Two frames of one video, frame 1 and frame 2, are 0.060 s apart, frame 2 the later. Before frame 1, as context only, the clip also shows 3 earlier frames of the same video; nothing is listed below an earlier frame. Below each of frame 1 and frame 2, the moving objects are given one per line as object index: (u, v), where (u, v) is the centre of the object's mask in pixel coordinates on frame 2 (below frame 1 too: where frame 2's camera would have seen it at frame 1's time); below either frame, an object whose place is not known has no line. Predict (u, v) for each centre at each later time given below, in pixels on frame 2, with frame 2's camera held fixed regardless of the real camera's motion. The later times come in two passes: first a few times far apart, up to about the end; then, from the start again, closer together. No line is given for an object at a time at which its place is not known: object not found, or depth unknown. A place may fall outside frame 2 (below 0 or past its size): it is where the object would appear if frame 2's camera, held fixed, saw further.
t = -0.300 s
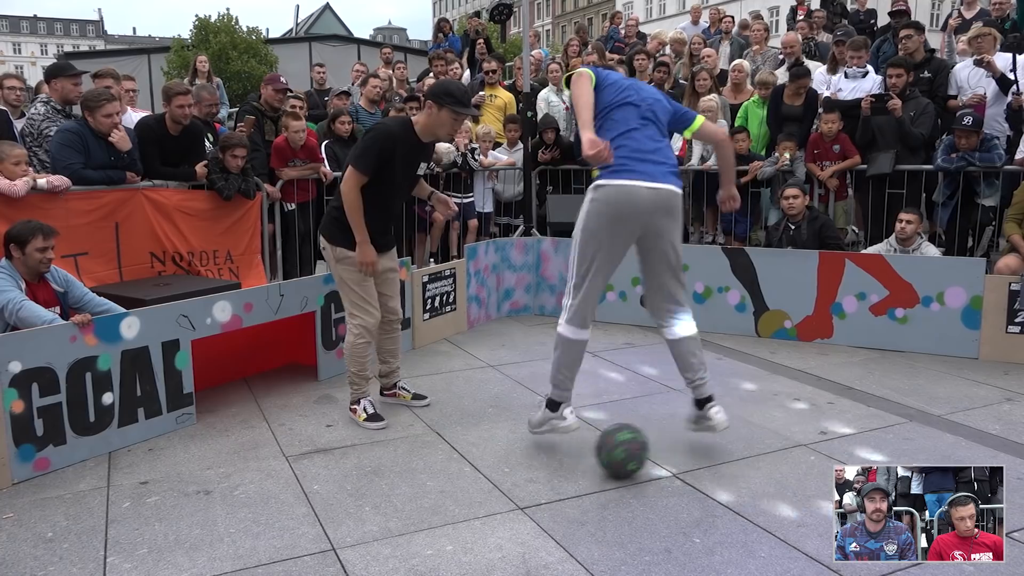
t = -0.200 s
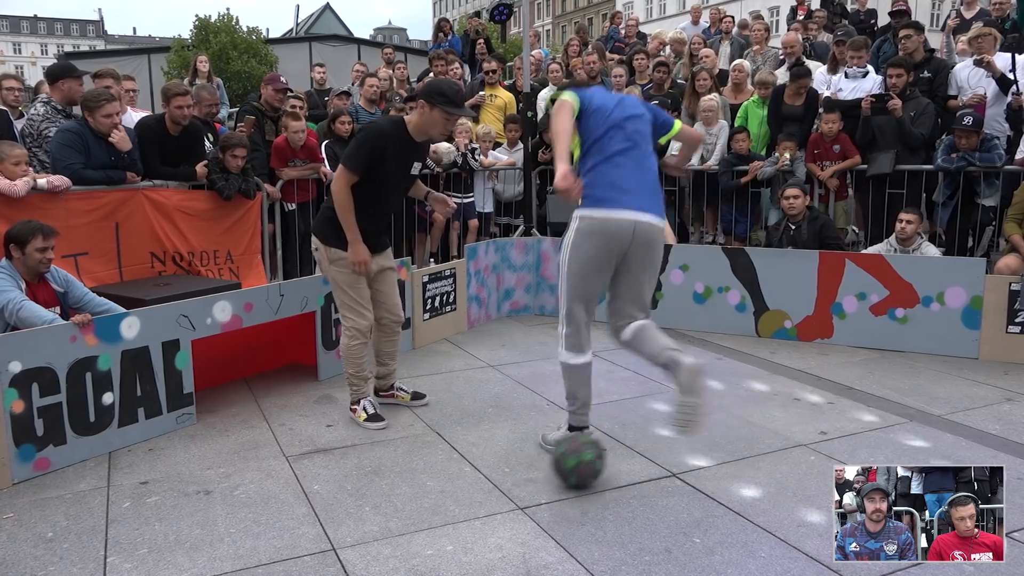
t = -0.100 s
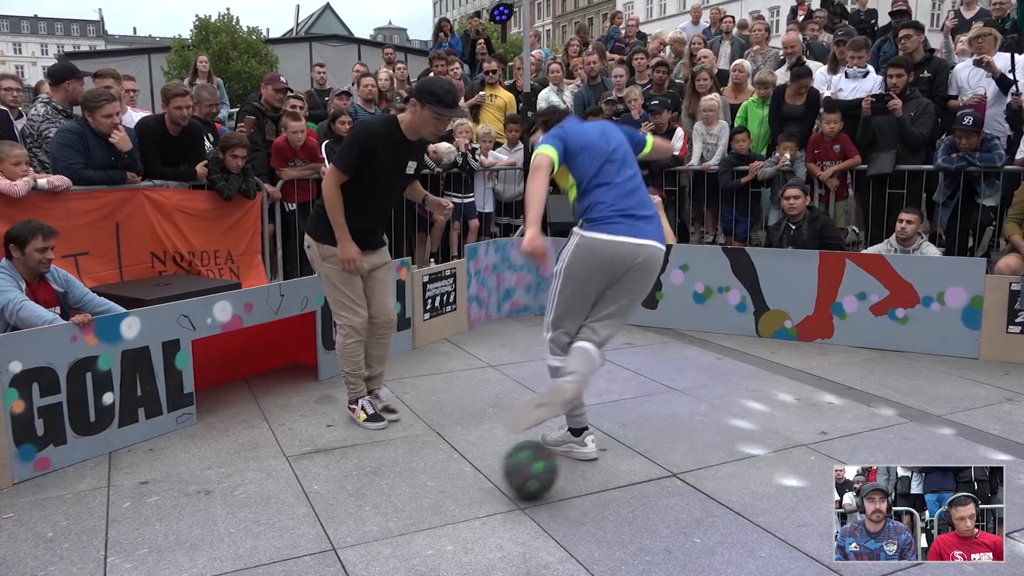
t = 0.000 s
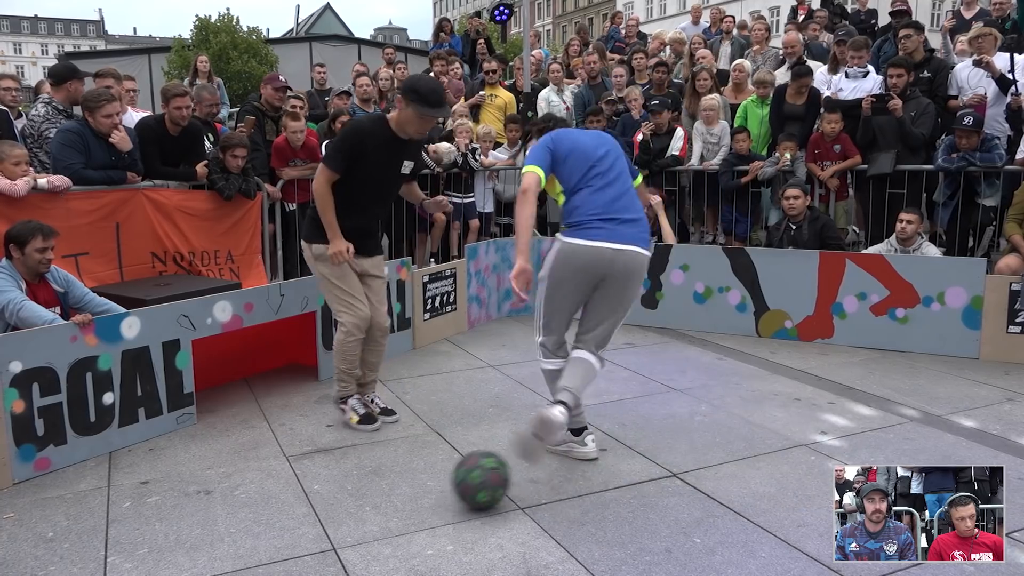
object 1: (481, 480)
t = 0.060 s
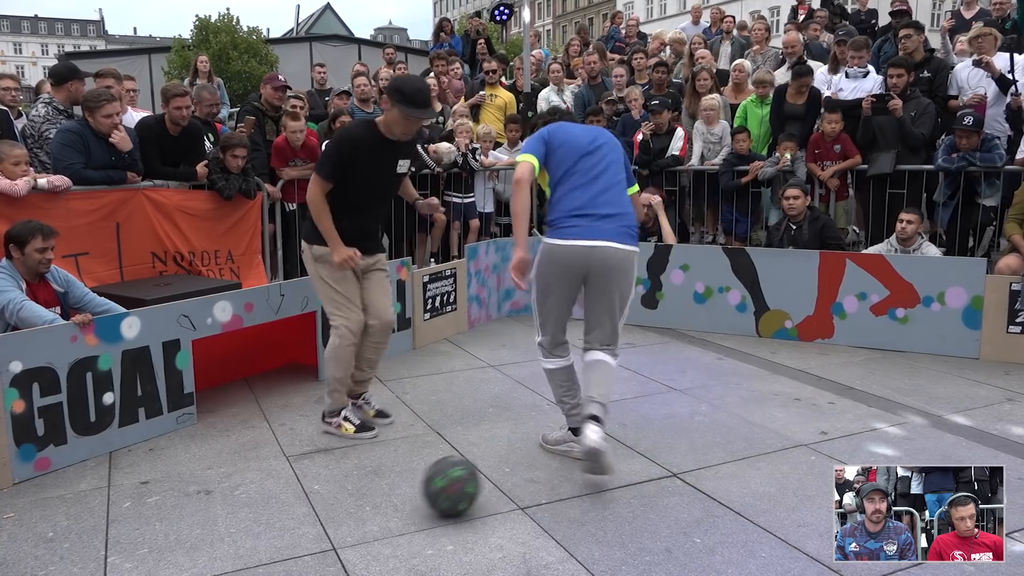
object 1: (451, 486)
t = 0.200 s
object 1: (375, 502)
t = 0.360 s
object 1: (280, 520)
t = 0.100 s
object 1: (430, 490)
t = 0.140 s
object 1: (409, 495)
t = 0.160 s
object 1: (398, 497)
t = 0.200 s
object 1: (375, 502)
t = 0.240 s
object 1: (351, 506)
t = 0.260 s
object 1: (340, 509)
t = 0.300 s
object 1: (316, 512)
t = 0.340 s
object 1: (293, 517)
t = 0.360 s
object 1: (280, 520)
